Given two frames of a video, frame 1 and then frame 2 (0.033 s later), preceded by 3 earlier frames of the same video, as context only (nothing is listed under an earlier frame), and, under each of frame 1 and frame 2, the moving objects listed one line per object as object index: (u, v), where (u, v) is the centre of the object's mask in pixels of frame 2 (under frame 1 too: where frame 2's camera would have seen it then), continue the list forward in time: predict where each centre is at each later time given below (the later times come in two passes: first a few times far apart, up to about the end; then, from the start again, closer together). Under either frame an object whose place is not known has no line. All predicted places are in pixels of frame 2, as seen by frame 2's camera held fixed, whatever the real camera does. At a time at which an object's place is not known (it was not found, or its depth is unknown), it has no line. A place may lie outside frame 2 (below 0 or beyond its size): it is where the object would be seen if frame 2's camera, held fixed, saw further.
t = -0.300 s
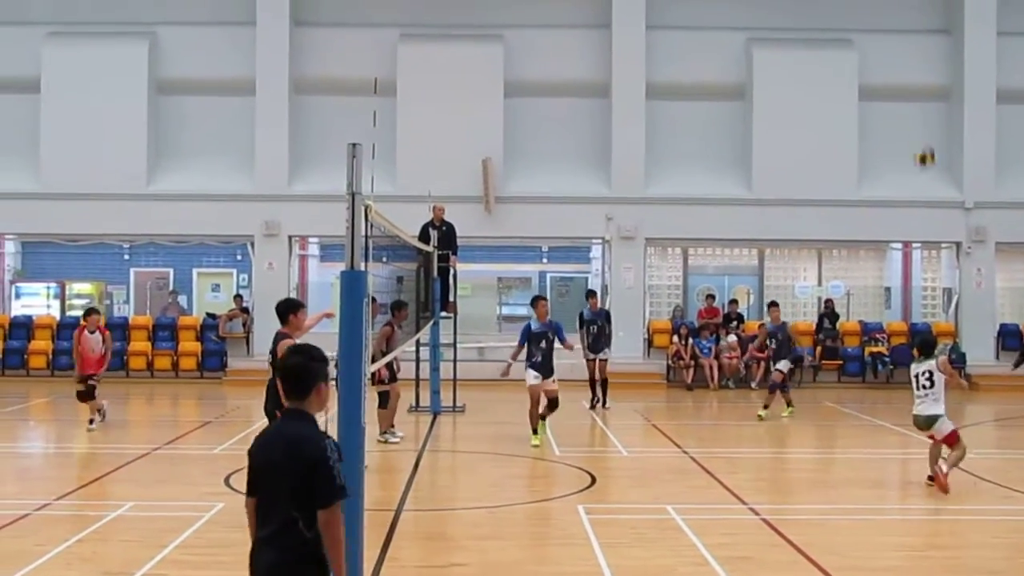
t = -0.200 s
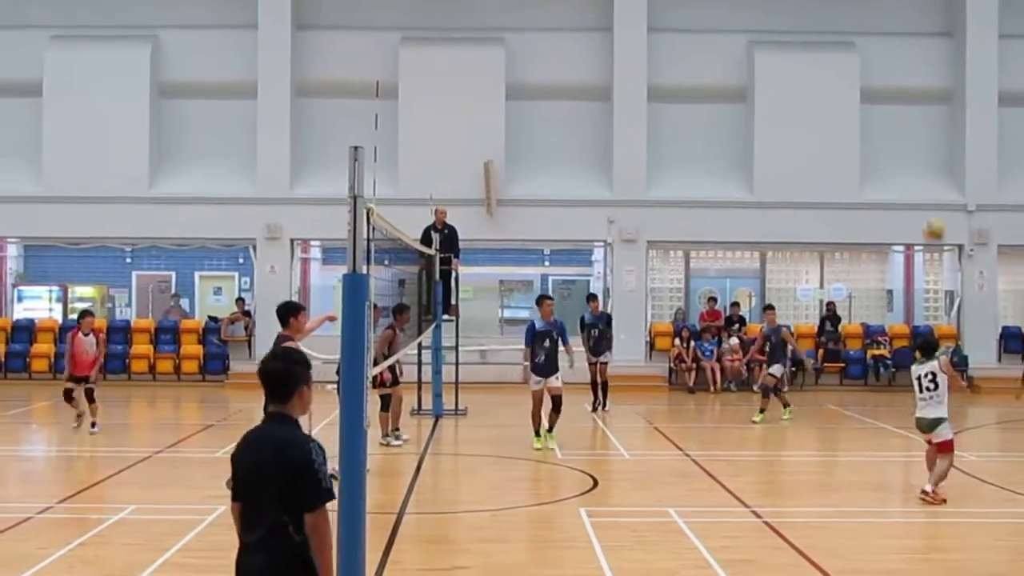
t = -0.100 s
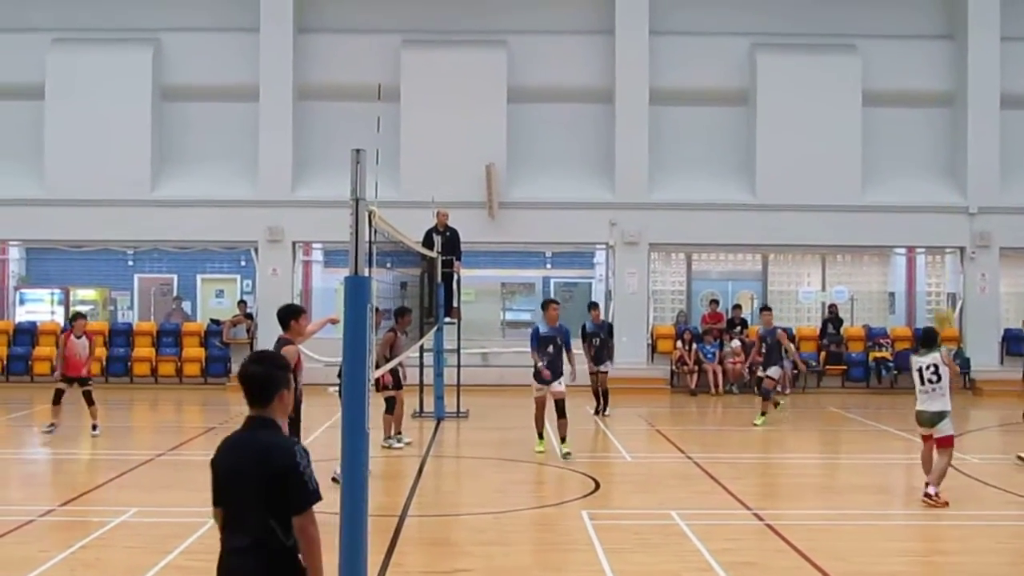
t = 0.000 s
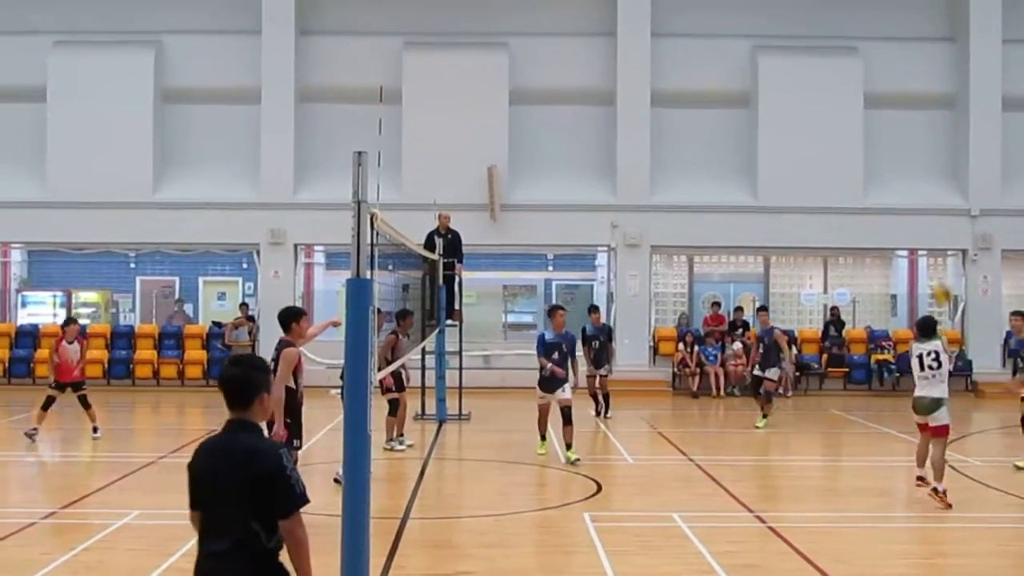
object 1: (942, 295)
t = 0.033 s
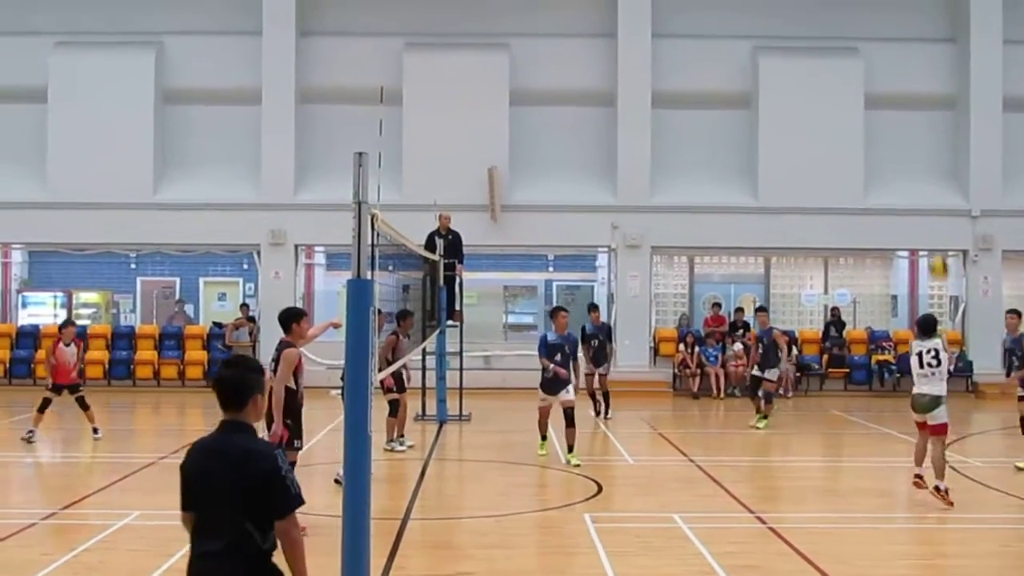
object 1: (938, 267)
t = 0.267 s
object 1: (922, 123)
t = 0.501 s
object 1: (903, 39)
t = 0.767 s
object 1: (886, 10)
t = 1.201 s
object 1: (860, 98)
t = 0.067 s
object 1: (937, 243)
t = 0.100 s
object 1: (934, 218)
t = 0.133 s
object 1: (931, 197)
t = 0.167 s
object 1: (929, 175)
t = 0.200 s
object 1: (927, 157)
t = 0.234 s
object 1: (925, 138)
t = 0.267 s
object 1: (922, 123)
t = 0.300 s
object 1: (919, 108)
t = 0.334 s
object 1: (916, 93)
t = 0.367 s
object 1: (913, 80)
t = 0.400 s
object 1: (912, 68)
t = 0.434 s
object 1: (908, 58)
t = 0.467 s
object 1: (905, 48)
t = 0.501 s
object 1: (903, 39)
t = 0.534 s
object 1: (902, 32)
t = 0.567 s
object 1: (898, 26)
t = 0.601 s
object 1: (896, 20)
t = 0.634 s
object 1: (893, 16)
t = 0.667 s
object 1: (891, 13)
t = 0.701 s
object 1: (890, 11)
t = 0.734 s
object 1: (888, 10)
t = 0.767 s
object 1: (886, 10)
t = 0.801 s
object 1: (883, 11)
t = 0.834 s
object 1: (881, 13)
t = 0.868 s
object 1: (879, 17)
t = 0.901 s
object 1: (877, 21)
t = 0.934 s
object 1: (874, 26)
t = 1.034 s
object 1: (871, 47)
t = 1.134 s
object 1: (864, 75)
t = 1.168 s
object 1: (863, 86)
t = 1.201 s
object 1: (860, 98)
